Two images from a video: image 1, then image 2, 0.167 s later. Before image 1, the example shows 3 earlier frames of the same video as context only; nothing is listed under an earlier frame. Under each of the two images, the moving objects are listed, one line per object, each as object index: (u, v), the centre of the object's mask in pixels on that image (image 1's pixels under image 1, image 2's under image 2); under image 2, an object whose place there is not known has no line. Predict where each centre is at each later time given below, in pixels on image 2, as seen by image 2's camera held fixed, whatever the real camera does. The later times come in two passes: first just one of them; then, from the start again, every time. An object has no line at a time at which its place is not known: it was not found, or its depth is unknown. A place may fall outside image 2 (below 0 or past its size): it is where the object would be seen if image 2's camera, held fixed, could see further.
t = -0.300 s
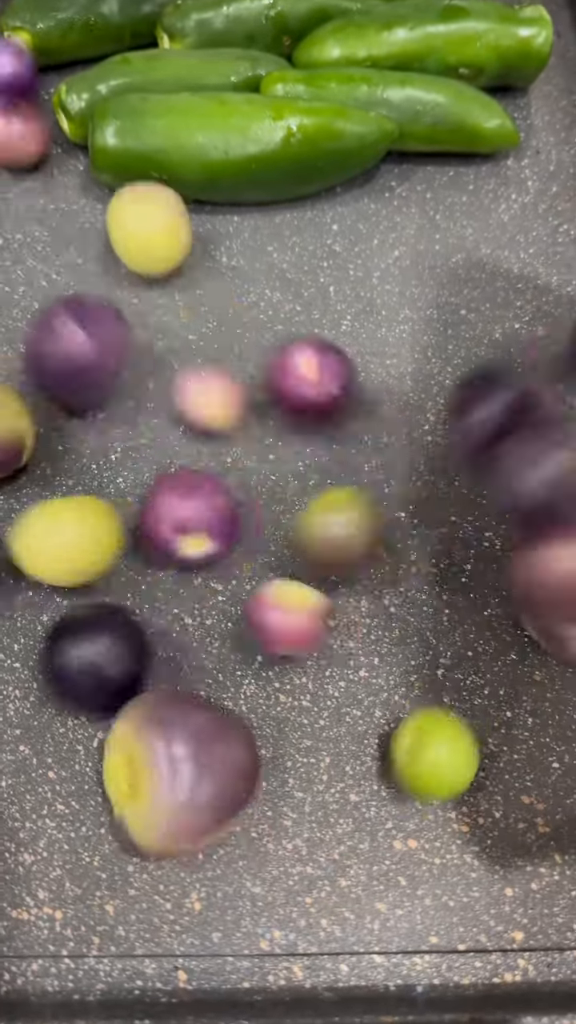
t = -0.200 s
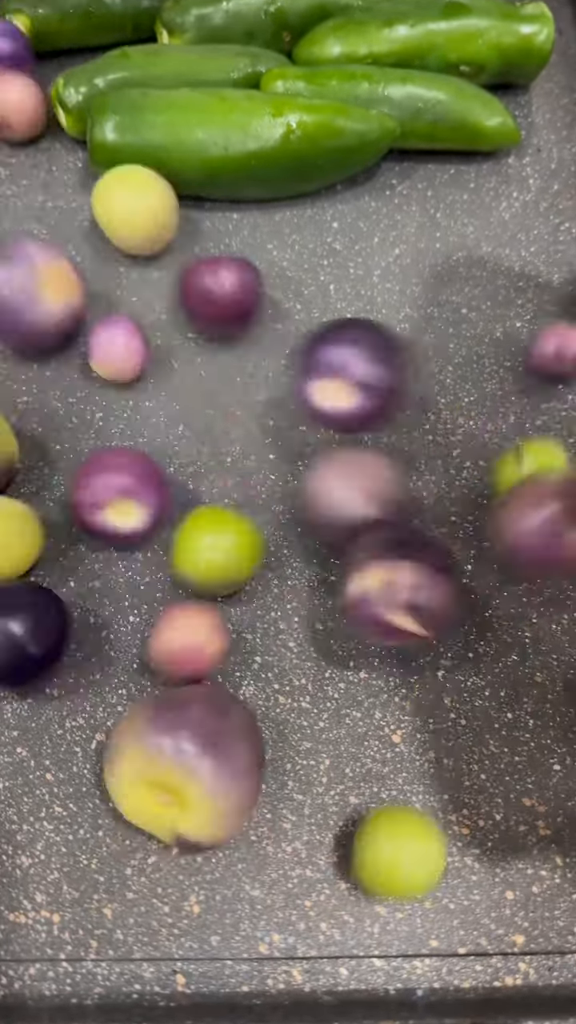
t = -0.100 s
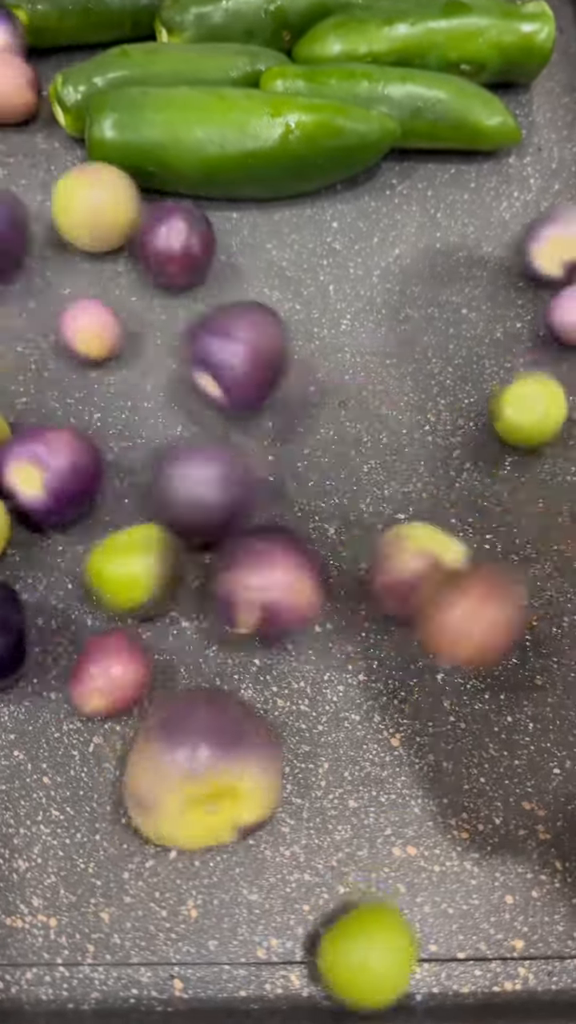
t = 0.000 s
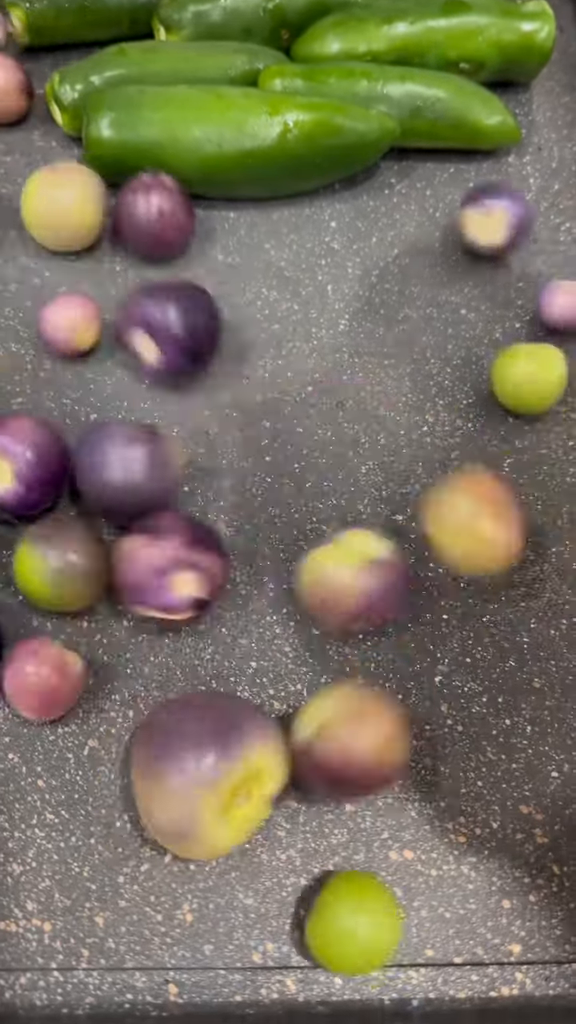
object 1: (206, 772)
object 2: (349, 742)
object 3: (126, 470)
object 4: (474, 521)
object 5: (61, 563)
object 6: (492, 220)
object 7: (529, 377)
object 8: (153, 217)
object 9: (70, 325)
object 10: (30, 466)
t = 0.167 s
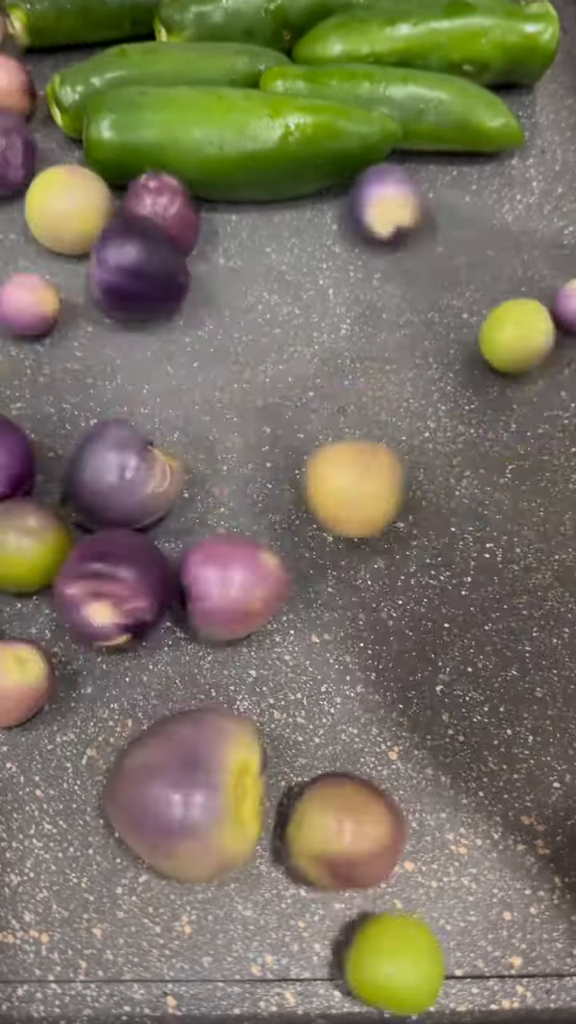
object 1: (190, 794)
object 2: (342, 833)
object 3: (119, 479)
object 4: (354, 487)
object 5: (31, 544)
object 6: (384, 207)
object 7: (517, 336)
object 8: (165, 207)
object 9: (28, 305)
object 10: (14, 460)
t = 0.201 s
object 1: (193, 793)
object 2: (333, 842)
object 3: (119, 478)
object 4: (323, 488)
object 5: (30, 536)
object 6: (367, 205)
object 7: (509, 330)
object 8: (164, 207)
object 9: (28, 306)
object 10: (14, 457)
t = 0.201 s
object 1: (193, 793)
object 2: (333, 842)
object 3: (119, 478)
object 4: (323, 488)
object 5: (30, 536)
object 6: (367, 205)
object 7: (509, 330)
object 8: (164, 207)
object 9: (28, 306)
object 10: (14, 457)
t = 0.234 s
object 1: (195, 793)
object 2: (330, 850)
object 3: (120, 478)
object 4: (292, 487)
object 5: (29, 531)
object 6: (358, 206)
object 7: (499, 326)
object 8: (165, 208)
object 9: (27, 306)
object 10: (12, 453)
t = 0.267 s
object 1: (195, 792)
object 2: (332, 858)
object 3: (121, 480)
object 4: (267, 478)
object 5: (29, 528)
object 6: (353, 206)
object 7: (486, 324)
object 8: (165, 209)
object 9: (26, 307)
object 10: (11, 450)
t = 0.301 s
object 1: (193, 792)
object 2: (335, 863)
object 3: (117, 477)
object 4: (246, 469)
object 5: (28, 527)
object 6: (349, 207)
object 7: (474, 322)
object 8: (165, 210)
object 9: (25, 306)
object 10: (10, 449)
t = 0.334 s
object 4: (225, 458)
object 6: (350, 207)
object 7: (463, 320)
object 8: (166, 209)
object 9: (25, 306)
